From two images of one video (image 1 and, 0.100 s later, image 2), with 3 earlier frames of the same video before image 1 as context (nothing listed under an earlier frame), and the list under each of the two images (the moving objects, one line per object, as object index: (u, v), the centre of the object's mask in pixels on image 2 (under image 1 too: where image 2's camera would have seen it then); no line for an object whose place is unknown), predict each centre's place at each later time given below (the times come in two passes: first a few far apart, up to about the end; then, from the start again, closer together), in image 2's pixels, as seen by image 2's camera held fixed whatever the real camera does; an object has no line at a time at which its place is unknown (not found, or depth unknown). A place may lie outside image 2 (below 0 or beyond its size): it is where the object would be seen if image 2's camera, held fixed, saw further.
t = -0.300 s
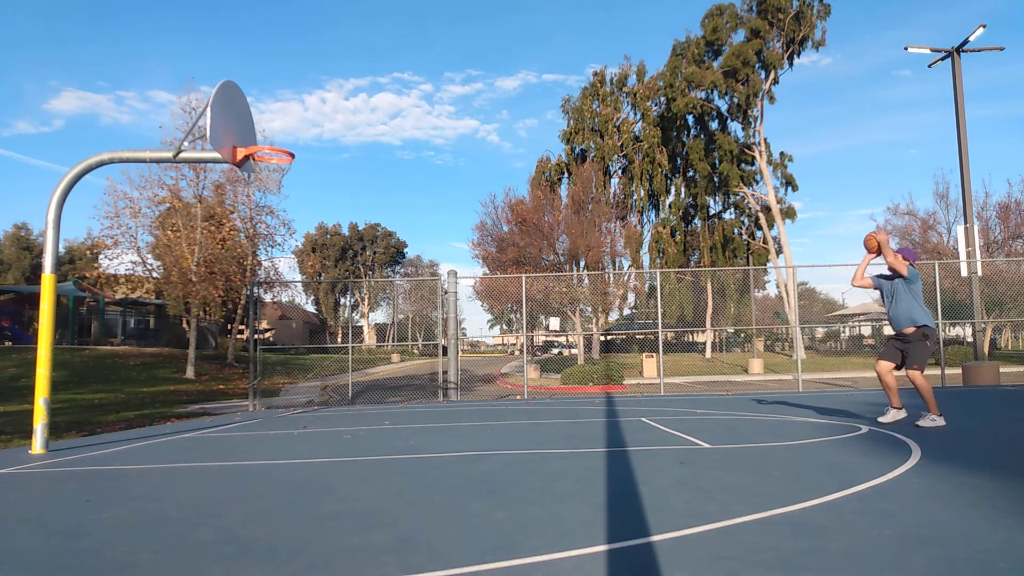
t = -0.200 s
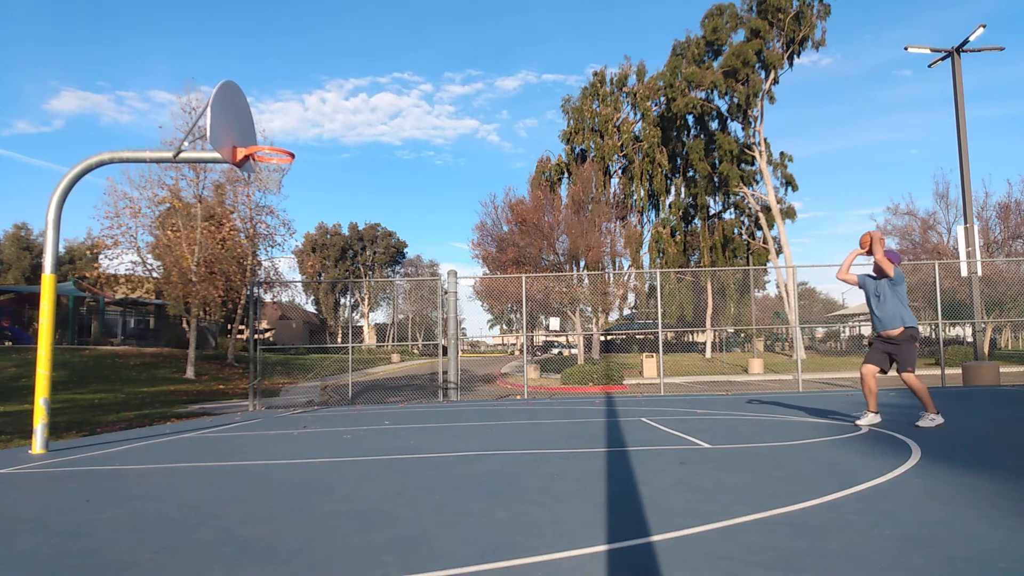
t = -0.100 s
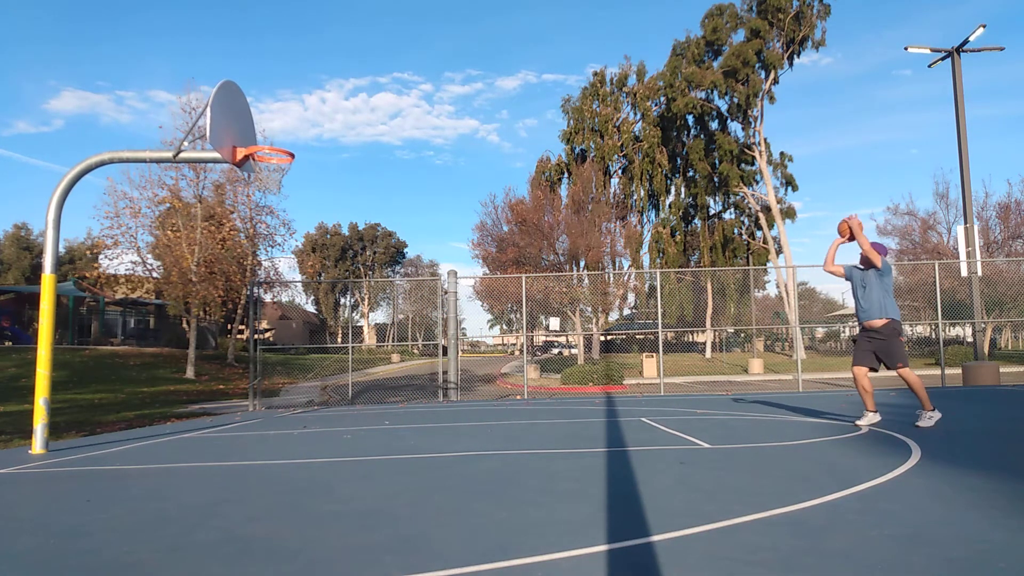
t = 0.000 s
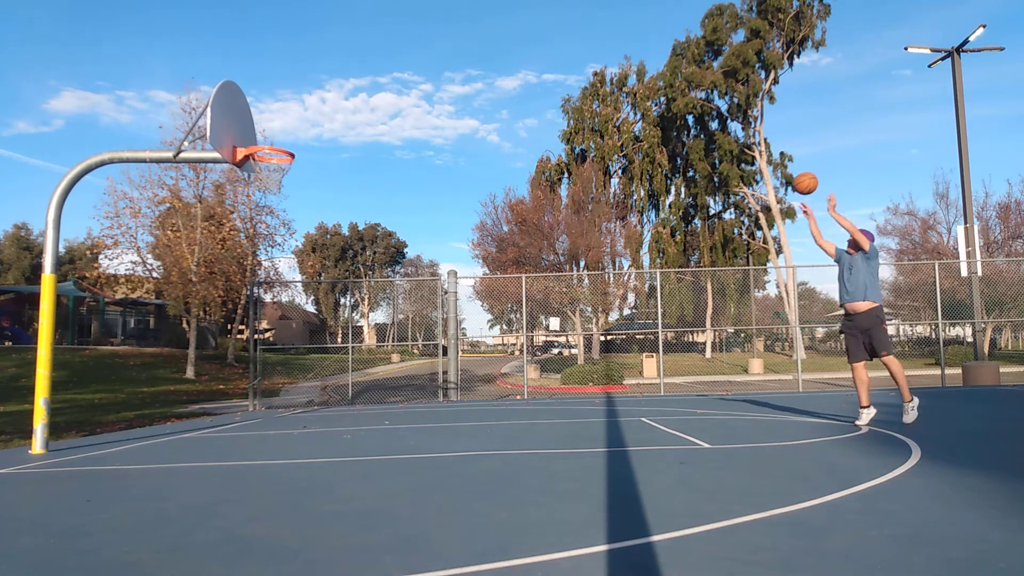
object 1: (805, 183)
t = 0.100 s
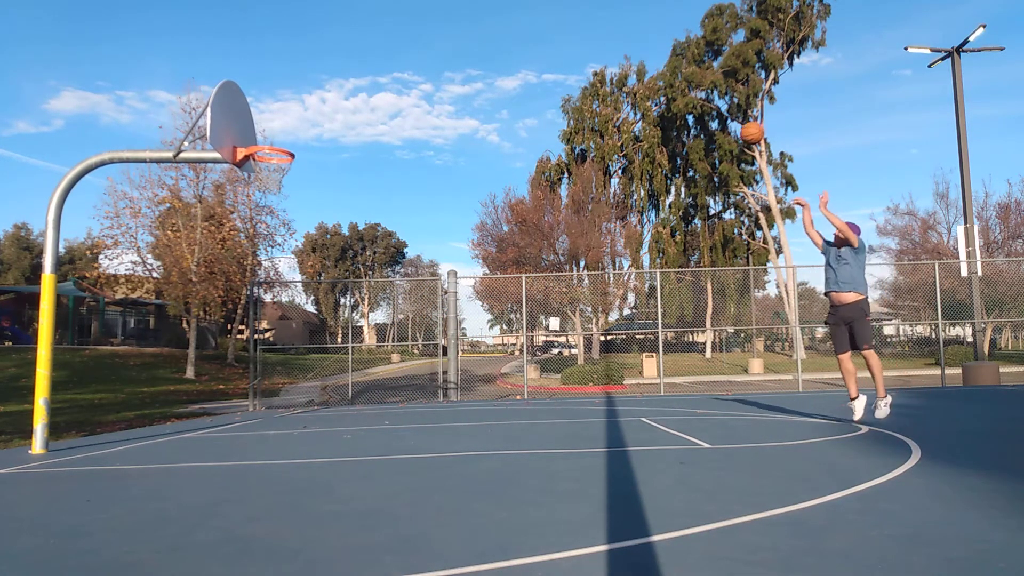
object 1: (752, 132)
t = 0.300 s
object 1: (651, 62)
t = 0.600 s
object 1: (509, 28)
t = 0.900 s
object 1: (375, 72)
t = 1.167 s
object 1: (259, 174)
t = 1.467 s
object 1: (219, 230)
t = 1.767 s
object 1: (177, 370)
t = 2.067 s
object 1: (164, 368)
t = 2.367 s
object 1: (167, 326)
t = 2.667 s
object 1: (166, 371)
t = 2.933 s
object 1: (167, 416)
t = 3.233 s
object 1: (170, 386)
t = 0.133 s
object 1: (735, 117)
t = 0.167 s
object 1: (717, 104)
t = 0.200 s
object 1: (701, 92)
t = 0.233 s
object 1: (684, 81)
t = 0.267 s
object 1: (667, 71)
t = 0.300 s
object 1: (651, 62)
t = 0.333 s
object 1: (635, 54)
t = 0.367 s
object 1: (619, 48)
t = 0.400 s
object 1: (603, 42)
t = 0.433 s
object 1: (587, 37)
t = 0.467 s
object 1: (571, 34)
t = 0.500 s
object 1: (555, 31)
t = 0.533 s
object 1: (540, 29)
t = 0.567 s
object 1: (524, 28)
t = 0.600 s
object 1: (509, 28)
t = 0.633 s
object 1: (494, 29)
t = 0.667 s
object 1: (479, 31)
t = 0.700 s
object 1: (464, 34)
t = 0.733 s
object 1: (449, 38)
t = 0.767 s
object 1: (434, 43)
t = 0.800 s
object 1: (419, 49)
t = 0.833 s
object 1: (404, 55)
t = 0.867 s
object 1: (390, 63)
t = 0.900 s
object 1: (375, 72)
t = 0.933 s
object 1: (360, 81)
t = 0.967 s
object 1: (346, 92)
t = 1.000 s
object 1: (331, 104)
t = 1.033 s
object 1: (317, 116)
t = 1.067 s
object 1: (302, 129)
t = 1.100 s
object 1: (288, 142)
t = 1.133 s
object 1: (273, 160)
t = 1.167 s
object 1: (259, 174)
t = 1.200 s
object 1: (253, 178)
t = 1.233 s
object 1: (249, 181)
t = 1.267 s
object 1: (245, 185)
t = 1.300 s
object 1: (241, 189)
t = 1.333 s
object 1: (237, 195)
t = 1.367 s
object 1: (233, 203)
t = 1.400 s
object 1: (229, 211)
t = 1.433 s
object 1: (224, 220)
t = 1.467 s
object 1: (219, 230)
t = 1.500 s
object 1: (215, 241)
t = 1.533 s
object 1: (211, 253)
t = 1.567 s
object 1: (207, 266)
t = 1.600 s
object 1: (201, 281)
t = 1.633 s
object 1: (196, 297)
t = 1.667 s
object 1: (192, 313)
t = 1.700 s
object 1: (187, 331)
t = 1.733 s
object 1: (182, 350)
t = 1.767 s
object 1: (177, 370)
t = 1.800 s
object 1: (172, 392)
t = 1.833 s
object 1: (167, 415)
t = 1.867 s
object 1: (162, 438)
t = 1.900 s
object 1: (162, 428)
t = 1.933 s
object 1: (162, 414)
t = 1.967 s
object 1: (163, 401)
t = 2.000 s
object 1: (163, 389)
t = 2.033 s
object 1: (164, 378)
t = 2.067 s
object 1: (164, 368)
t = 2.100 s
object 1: (165, 359)
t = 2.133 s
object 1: (165, 351)
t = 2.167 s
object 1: (166, 344)
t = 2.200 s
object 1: (166, 339)
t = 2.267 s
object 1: (166, 331)
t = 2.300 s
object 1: (166, 328)
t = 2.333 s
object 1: (167, 327)
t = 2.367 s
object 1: (167, 326)
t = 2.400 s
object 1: (167, 327)
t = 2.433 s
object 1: (167, 329)
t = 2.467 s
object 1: (167, 331)
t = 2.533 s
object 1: (167, 339)
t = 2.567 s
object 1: (167, 346)
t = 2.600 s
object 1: (167, 353)
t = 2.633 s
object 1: (166, 361)
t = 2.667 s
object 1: (166, 371)
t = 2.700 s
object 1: (166, 381)
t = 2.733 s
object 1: (166, 393)
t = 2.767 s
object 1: (166, 405)
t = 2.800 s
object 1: (166, 419)
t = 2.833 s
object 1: (165, 435)
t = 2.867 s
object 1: (166, 435)
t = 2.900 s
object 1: (166, 425)
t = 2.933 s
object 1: (167, 416)
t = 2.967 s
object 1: (167, 408)
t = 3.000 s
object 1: (167, 402)
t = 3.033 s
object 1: (168, 396)
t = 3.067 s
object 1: (168, 392)
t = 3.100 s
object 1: (169, 388)
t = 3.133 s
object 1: (169, 386)
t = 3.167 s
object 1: (170, 385)
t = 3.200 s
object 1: (170, 385)
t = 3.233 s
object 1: (170, 386)
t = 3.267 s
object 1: (171, 388)
